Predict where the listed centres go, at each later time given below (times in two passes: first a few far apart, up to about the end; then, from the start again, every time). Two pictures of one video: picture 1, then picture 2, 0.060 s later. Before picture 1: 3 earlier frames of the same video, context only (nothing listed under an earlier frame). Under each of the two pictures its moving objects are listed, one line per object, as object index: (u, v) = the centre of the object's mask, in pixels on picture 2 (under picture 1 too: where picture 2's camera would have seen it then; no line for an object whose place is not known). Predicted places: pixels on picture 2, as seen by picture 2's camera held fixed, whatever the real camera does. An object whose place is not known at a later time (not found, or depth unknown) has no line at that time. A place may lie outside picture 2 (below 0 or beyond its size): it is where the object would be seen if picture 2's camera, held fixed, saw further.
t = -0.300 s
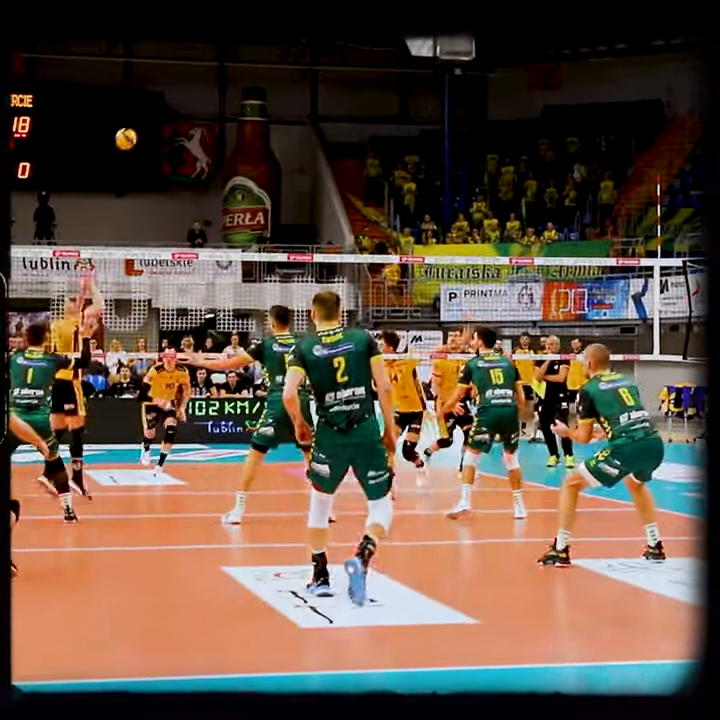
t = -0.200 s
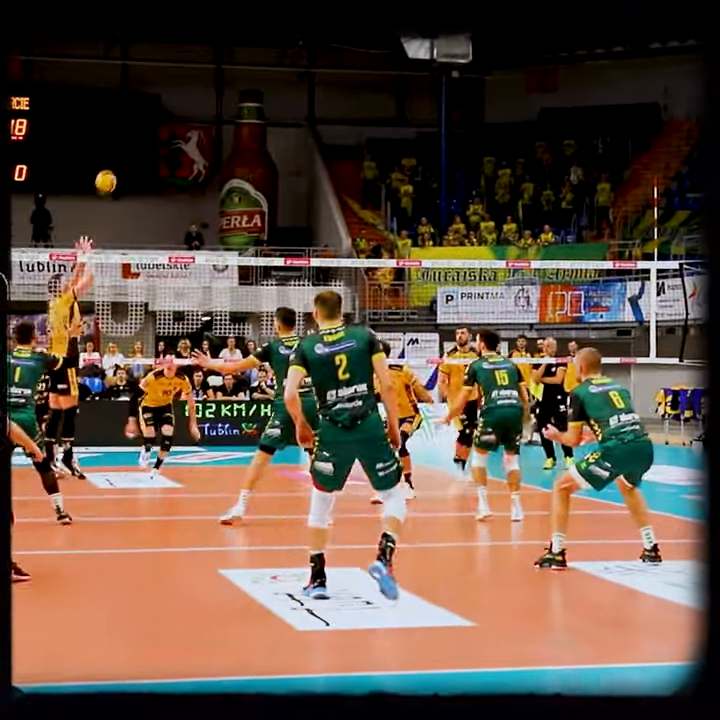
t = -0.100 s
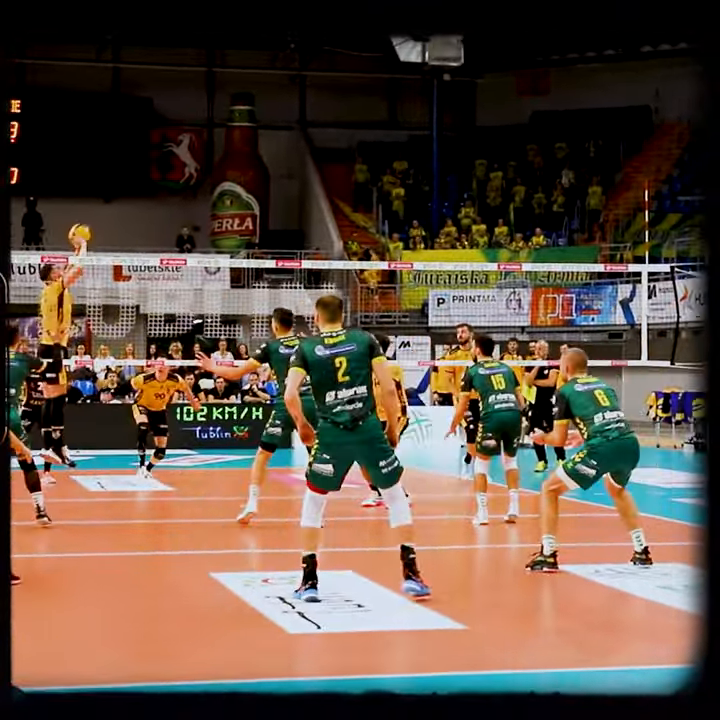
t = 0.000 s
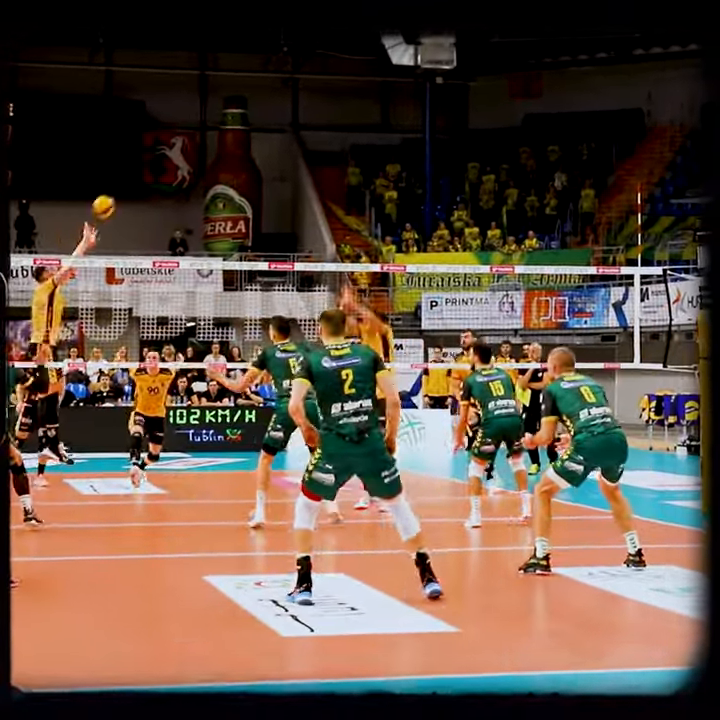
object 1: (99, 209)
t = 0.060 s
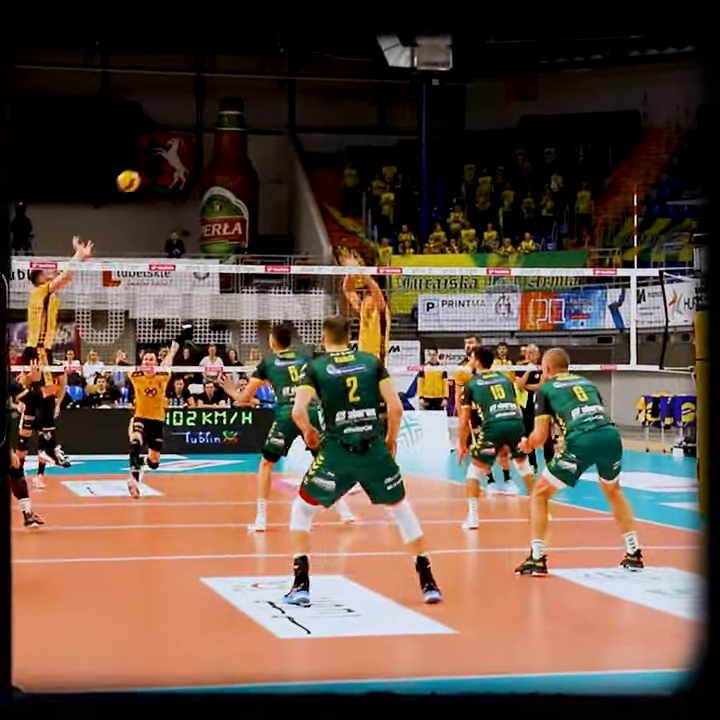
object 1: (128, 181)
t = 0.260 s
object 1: (219, 116)
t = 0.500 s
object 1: (321, 88)
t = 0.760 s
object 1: (427, 118)
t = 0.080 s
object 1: (138, 173)
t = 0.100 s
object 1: (147, 165)
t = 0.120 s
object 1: (156, 157)
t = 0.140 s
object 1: (166, 150)
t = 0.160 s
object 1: (175, 143)
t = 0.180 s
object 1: (184, 137)
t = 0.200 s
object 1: (193, 131)
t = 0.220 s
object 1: (202, 126)
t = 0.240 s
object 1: (210, 120)
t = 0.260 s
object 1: (219, 116)
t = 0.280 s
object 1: (228, 111)
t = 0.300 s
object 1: (236, 107)
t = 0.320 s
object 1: (245, 103)
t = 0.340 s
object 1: (254, 100)
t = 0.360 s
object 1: (263, 97)
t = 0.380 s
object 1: (271, 95)
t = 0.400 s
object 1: (279, 93)
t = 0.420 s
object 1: (288, 91)
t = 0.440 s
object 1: (296, 90)
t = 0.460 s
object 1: (305, 89)
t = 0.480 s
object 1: (313, 88)
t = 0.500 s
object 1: (321, 88)
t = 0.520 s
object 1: (330, 88)
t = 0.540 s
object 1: (338, 89)
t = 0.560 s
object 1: (346, 89)
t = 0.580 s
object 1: (354, 91)
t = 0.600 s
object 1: (363, 92)
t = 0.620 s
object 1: (371, 94)
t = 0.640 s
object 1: (379, 96)
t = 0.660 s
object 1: (387, 99)
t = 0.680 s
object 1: (395, 102)
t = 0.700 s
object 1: (403, 106)
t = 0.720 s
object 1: (411, 109)
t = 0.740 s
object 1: (419, 113)
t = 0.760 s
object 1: (427, 118)
